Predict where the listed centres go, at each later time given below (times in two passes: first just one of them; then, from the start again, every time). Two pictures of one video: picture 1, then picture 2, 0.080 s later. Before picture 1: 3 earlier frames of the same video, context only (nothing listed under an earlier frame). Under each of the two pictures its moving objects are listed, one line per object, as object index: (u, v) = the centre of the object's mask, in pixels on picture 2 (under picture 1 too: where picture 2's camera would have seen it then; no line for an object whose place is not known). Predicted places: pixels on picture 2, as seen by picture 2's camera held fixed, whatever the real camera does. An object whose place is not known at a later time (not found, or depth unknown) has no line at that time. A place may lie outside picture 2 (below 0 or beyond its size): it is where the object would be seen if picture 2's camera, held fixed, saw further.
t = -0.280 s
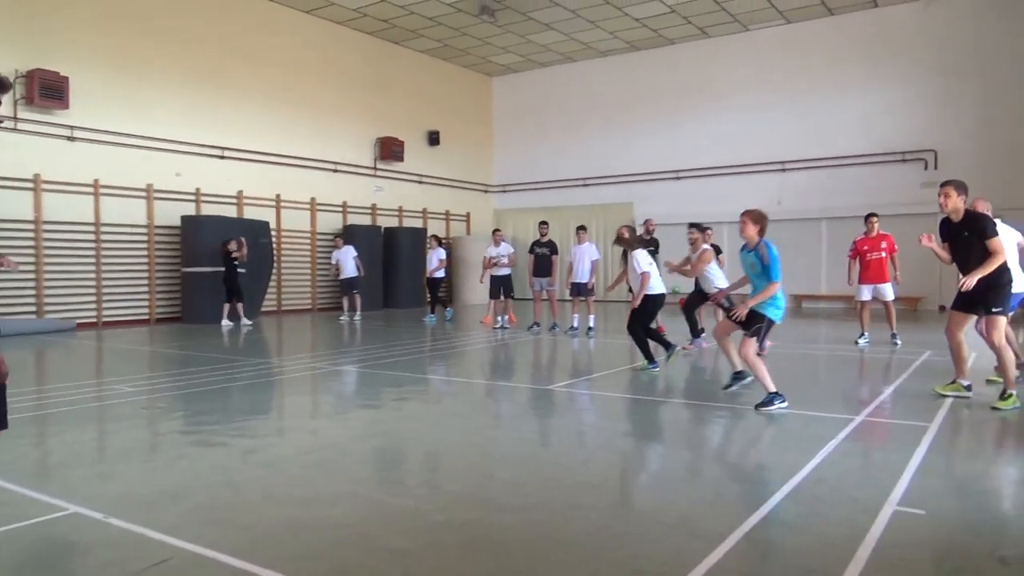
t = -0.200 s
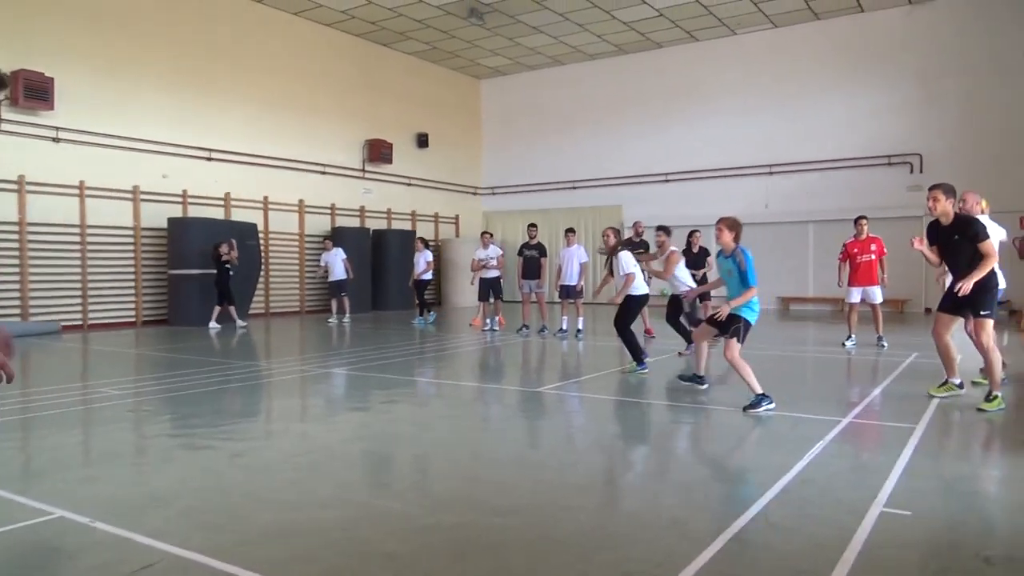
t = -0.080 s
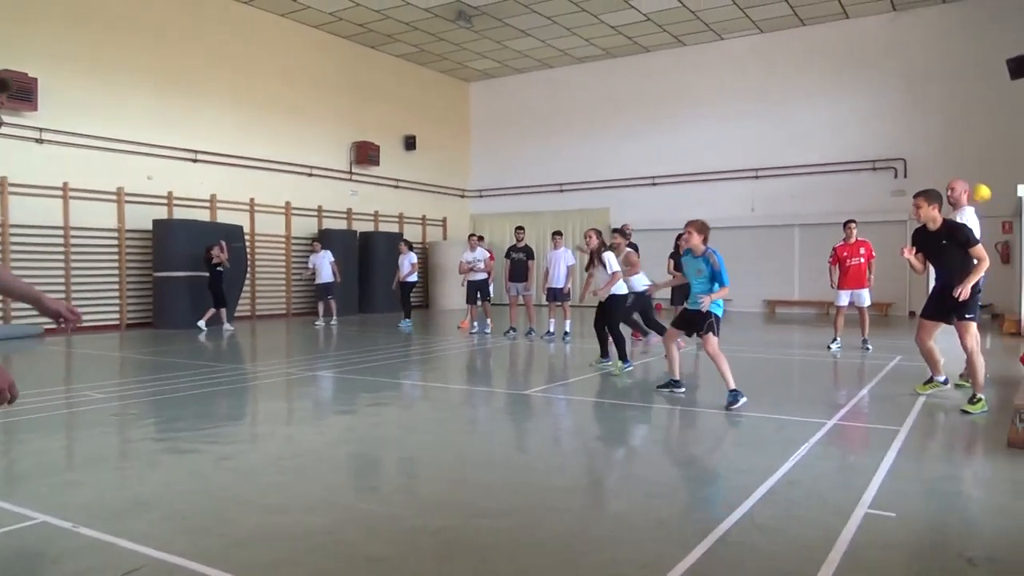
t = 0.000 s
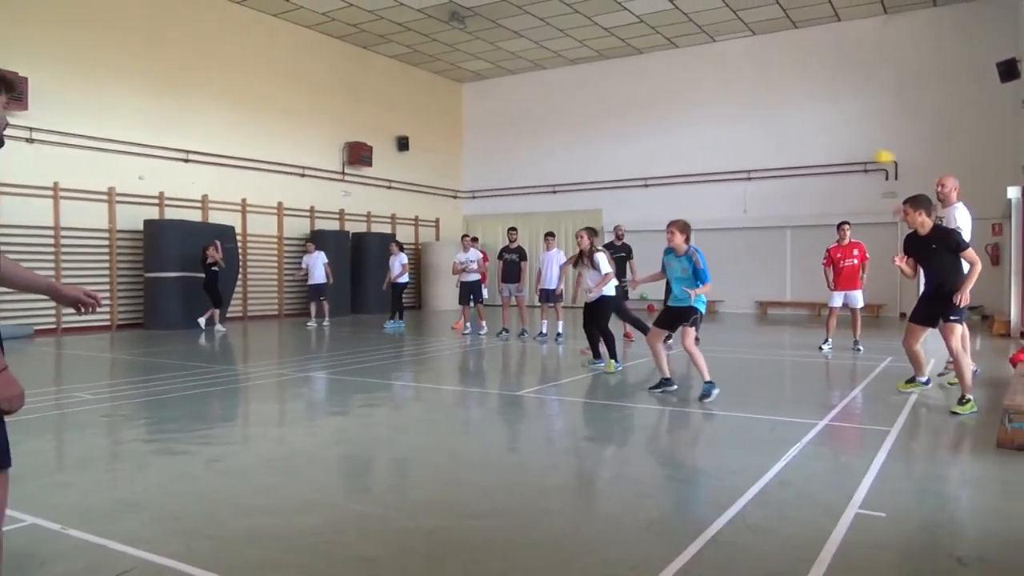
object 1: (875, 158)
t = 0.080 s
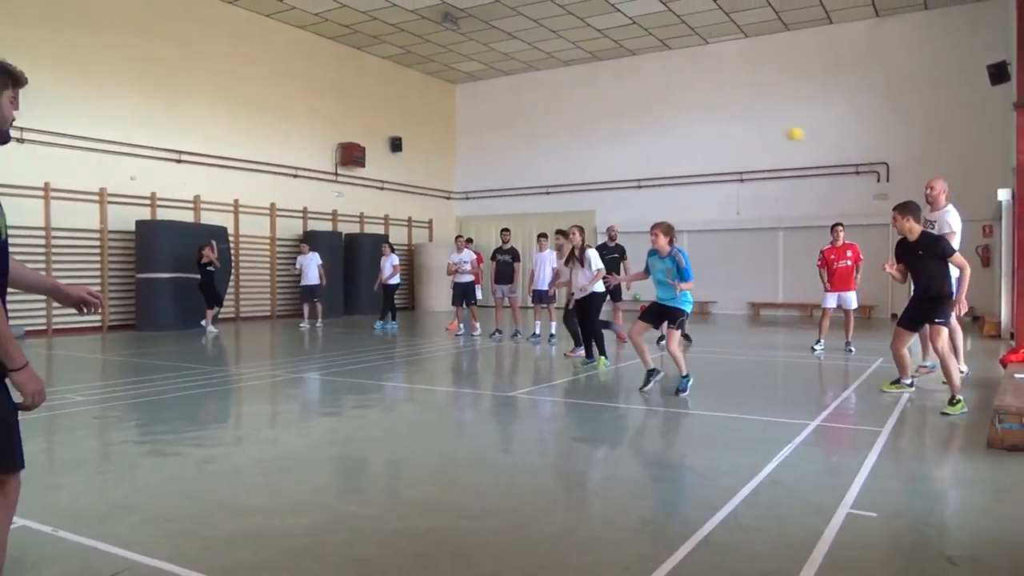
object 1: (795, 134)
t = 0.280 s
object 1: (656, 111)
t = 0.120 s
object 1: (762, 125)
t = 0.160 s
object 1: (731, 119)
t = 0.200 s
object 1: (704, 116)
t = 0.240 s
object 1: (679, 113)
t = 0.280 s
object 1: (656, 111)
